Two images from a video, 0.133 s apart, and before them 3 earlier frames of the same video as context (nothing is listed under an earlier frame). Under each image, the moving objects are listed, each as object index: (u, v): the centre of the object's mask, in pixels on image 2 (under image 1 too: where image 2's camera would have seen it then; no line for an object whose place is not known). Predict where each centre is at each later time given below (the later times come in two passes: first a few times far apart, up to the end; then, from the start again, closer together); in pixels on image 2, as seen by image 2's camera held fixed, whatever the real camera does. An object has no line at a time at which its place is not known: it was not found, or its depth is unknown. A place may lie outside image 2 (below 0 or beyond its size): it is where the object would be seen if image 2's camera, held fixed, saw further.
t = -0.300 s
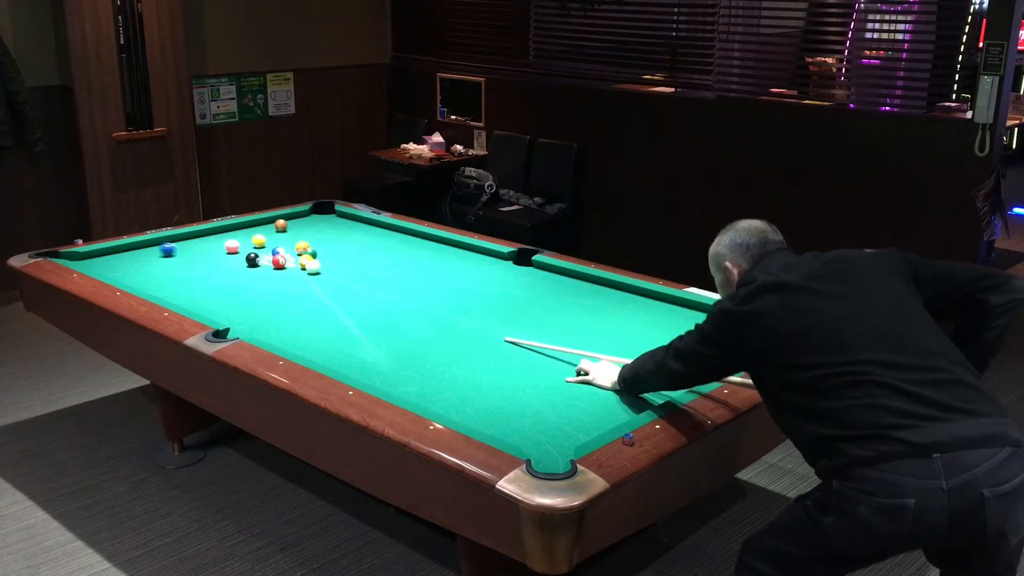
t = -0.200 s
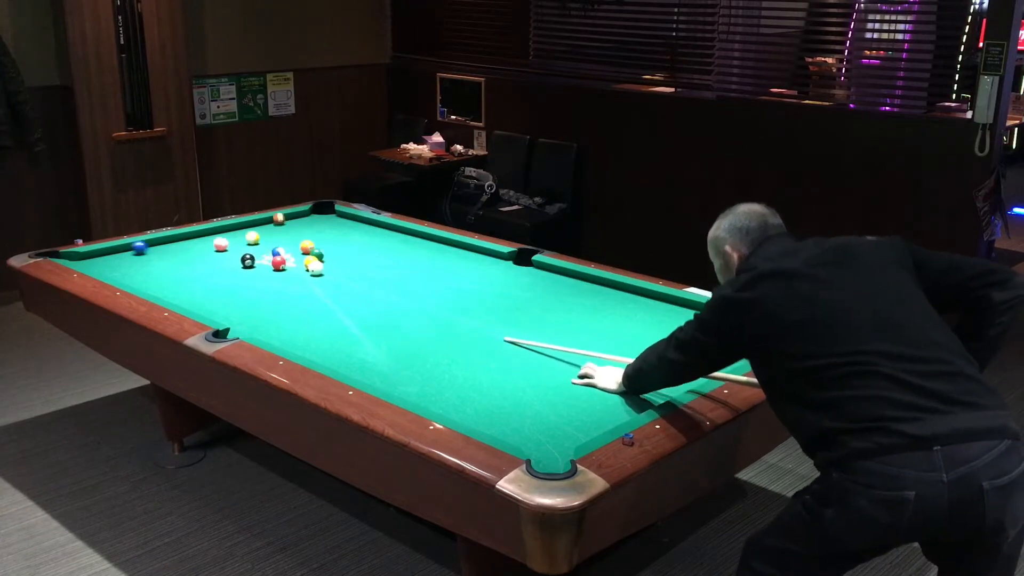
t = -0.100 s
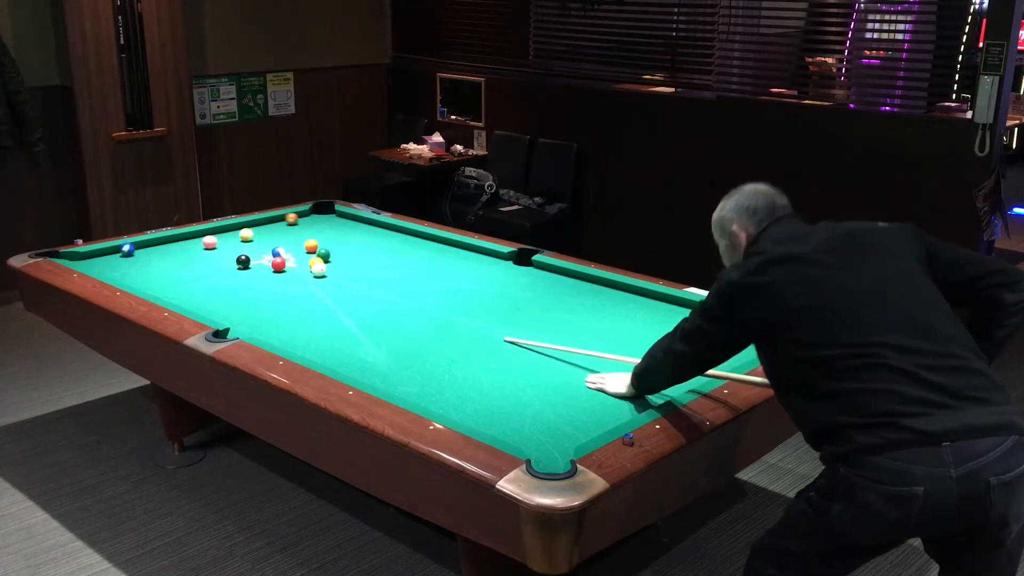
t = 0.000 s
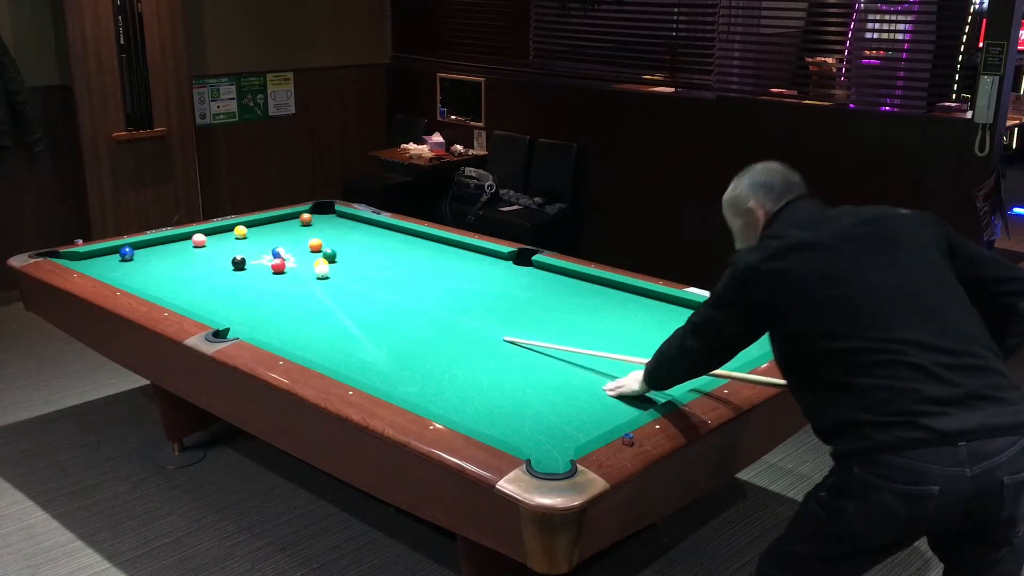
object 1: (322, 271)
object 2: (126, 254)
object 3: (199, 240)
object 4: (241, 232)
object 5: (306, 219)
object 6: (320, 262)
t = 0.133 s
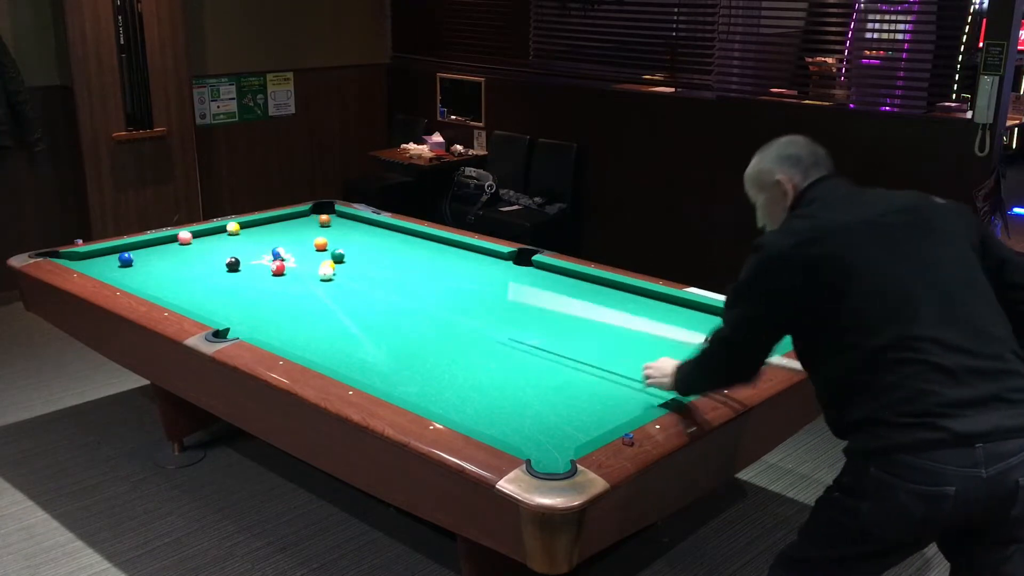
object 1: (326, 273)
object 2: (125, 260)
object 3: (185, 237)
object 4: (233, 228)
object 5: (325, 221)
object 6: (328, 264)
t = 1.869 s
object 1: (357, 289)
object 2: (249, 301)
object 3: (212, 259)
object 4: (305, 242)
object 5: (425, 255)
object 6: (386, 285)
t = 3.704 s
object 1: (362, 290)
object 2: (391, 323)
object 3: (224, 268)
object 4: (338, 250)
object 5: (512, 271)
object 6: (400, 290)
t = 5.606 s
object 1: (362, 290)
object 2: (465, 334)
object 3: (223, 268)
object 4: (339, 250)
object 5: (539, 275)
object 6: (400, 290)
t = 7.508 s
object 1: (362, 290)
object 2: (471, 335)
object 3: (223, 268)
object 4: (339, 250)
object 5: (539, 275)
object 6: (400, 290)
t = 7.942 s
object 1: (362, 290)
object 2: (471, 335)
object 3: (223, 268)
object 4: (339, 250)
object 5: (539, 275)
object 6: (400, 290)
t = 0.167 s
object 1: (327, 273)
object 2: (125, 261)
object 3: (181, 237)
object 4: (231, 227)
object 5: (329, 220)
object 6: (330, 265)
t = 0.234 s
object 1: (328, 274)
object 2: (125, 264)
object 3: (182, 237)
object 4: (234, 228)
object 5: (339, 221)
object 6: (334, 266)
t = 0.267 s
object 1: (329, 274)
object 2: (125, 266)
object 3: (183, 238)
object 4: (236, 228)
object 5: (343, 221)
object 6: (336, 266)
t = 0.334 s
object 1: (331, 275)
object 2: (124, 269)
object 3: (184, 239)
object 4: (239, 229)
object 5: (352, 222)
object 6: (338, 268)
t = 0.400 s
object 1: (333, 276)
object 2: (123, 272)
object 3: (186, 240)
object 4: (243, 229)
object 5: (361, 222)
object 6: (341, 269)
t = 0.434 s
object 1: (334, 277)
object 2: (123, 273)
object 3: (187, 241)
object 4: (245, 230)
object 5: (365, 223)
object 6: (343, 270)
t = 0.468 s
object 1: (335, 277)
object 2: (123, 274)
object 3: (188, 241)
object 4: (246, 230)
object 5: (370, 223)
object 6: (344, 270)
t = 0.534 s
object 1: (336, 278)
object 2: (123, 276)
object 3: (189, 242)
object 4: (250, 231)
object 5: (375, 224)
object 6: (347, 271)
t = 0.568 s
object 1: (337, 278)
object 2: (122, 277)
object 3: (190, 243)
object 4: (251, 231)
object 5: (376, 225)
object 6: (348, 272)
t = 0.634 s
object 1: (338, 279)
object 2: (125, 279)
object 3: (191, 244)
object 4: (255, 232)
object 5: (378, 226)
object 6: (350, 273)
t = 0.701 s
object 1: (340, 279)
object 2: (133, 281)
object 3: (193, 245)
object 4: (258, 232)
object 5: (381, 228)
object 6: (353, 274)
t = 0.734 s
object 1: (341, 280)
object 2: (136, 282)
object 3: (193, 245)
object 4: (260, 233)
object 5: (382, 229)
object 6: (354, 274)
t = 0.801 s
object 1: (342, 281)
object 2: (143, 284)
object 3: (195, 246)
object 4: (263, 233)
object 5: (384, 231)
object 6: (356, 275)
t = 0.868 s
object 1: (344, 281)
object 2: (150, 285)
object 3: (196, 247)
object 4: (266, 234)
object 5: (386, 232)
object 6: (358, 276)
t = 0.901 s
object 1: (345, 282)
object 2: (153, 286)
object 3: (197, 248)
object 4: (267, 234)
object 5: (388, 233)
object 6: (360, 276)
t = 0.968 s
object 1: (346, 282)
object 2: (160, 287)
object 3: (198, 249)
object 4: (270, 235)
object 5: (390, 235)
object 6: (362, 277)
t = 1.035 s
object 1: (347, 283)
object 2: (167, 288)
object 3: (199, 249)
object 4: (273, 236)
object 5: (392, 236)
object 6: (364, 278)
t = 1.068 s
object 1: (347, 283)
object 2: (171, 289)
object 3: (200, 250)
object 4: (275, 236)
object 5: (394, 237)
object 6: (365, 278)
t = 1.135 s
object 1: (349, 284)
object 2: (177, 290)
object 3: (201, 250)
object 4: (278, 236)
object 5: (396, 239)
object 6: (367, 279)
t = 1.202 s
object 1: (350, 284)
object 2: (184, 291)
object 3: (202, 251)
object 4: (281, 237)
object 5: (399, 240)
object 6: (369, 280)
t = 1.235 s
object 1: (350, 284)
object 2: (188, 291)
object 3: (203, 252)
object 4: (282, 237)
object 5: (400, 241)
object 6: (370, 280)
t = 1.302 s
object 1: (351, 285)
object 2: (194, 292)
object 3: (204, 253)
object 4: (285, 238)
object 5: (402, 243)
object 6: (372, 281)
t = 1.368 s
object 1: (352, 286)
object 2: (201, 293)
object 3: (205, 254)
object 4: (287, 238)
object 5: (405, 244)
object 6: (374, 281)
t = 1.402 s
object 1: (352, 286)
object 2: (204, 294)
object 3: (205, 254)
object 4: (289, 239)
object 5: (405, 245)
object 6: (375, 282)
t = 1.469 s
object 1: (353, 286)
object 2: (211, 295)
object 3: (206, 255)
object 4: (291, 239)
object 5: (408, 246)
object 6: (377, 282)
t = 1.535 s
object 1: (354, 287)
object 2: (217, 296)
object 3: (207, 255)
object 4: (294, 239)
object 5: (411, 248)
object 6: (378, 283)
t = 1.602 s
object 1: (355, 287)
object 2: (224, 297)
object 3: (208, 256)
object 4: (296, 240)
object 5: (414, 249)
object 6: (380, 283)
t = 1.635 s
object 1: (355, 287)
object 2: (227, 297)
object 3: (209, 256)
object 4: (297, 240)
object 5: (415, 250)
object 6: (381, 283)
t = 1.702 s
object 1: (356, 288)
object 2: (233, 298)
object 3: (210, 257)
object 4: (300, 241)
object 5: (417, 252)
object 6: (382, 284)
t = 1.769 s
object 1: (356, 288)
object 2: (240, 299)
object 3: (211, 258)
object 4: (302, 241)
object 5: (420, 253)
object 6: (384, 285)
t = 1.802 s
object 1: (357, 288)
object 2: (243, 300)
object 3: (211, 258)
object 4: (303, 242)
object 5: (422, 254)
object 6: (385, 285)
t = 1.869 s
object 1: (357, 289)
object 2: (249, 301)
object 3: (212, 259)
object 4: (305, 242)
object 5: (425, 255)
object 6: (386, 285)
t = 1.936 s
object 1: (358, 289)
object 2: (255, 302)
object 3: (213, 259)
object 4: (307, 243)
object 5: (429, 255)
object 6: (387, 286)
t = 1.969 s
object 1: (358, 289)
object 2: (258, 302)
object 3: (213, 260)
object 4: (308, 243)
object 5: (431, 256)
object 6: (388, 286)
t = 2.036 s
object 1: (359, 290)
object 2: (264, 303)
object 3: (214, 260)
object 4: (310, 243)
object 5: (435, 257)
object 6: (389, 286)
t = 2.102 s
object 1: (359, 290)
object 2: (270, 304)
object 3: (215, 261)
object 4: (312, 244)
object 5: (439, 257)
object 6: (391, 287)
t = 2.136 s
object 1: (359, 289)
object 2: (273, 305)
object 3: (215, 261)
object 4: (313, 244)
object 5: (441, 258)
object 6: (391, 287)
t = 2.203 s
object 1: (360, 290)
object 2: (279, 305)
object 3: (216, 262)
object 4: (314, 244)
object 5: (445, 258)
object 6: (392, 287)
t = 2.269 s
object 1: (360, 290)
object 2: (285, 306)
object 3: (216, 262)
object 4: (316, 245)
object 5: (448, 259)
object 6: (393, 288)
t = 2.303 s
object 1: (360, 290)
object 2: (288, 307)
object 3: (217, 263)
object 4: (317, 245)
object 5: (450, 260)
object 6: (394, 288)
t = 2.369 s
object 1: (361, 290)
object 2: (294, 308)
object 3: (217, 263)
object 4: (318, 245)
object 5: (454, 260)
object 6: (395, 288)
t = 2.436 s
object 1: (361, 290)
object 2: (299, 309)
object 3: (218, 264)
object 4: (320, 246)
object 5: (457, 261)
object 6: (396, 288)
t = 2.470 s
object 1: (361, 290)
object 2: (302, 309)
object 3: (218, 264)
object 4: (321, 246)
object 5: (459, 261)
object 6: (396, 289)
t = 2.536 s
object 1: (361, 290)
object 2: (307, 310)
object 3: (219, 264)
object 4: (322, 246)
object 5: (463, 262)
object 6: (397, 289)
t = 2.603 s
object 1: (362, 290)
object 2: (313, 311)
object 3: (219, 265)
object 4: (323, 247)
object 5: (466, 263)
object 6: (397, 289)
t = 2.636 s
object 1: (362, 290)
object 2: (316, 311)
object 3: (220, 265)
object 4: (324, 247)
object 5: (468, 263)
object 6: (398, 289)
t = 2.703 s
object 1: (362, 290)
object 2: (321, 312)
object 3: (220, 265)
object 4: (325, 247)
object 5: (471, 264)
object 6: (398, 289)
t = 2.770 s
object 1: (362, 290)
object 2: (326, 313)
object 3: (221, 266)
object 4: (327, 247)
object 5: (474, 264)
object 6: (399, 290)
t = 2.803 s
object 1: (362, 290)
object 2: (329, 313)
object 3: (221, 266)
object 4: (327, 247)
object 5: (476, 265)
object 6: (399, 290)
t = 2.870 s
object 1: (362, 290)
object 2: (334, 314)
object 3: (221, 266)
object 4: (328, 248)
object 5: (479, 265)
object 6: (400, 290)
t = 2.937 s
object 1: (362, 290)
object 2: (339, 315)
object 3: (222, 266)
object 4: (329, 248)
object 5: (482, 266)
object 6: (400, 290)
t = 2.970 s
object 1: (362, 290)
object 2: (341, 315)
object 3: (222, 267)
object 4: (330, 248)
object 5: (484, 266)
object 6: (400, 290)
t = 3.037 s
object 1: (362, 290)
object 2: (346, 316)
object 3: (222, 267)
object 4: (331, 249)
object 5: (487, 267)
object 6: (400, 290)
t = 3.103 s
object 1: (362, 290)
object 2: (351, 316)
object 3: (222, 267)
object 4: (332, 249)
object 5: (490, 267)
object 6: (400, 290)
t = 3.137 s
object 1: (362, 290)
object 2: (354, 317)
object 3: (223, 267)
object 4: (332, 249)
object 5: (491, 267)
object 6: (400, 290)
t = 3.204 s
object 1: (362, 290)
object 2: (359, 318)
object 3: (223, 268)
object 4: (333, 249)
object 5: (494, 268)
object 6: (400, 290)
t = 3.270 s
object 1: (362, 290)
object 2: (363, 318)
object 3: (223, 267)
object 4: (333, 249)
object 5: (497, 268)
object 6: (400, 290)
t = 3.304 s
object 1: (362, 290)
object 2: (365, 319)
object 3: (223, 268)
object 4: (334, 249)
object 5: (498, 269)
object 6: (400, 290)
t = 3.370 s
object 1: (362, 290)
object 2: (370, 319)
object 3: (223, 268)
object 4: (334, 250)
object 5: (500, 270)
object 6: (400, 290)
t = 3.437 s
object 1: (362, 290)
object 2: (374, 320)
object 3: (224, 268)
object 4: (335, 250)
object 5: (503, 270)
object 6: (400, 290)
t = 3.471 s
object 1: (362, 290)
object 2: (376, 320)
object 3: (224, 268)
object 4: (336, 250)
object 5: (504, 270)
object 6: (400, 290)
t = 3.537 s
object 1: (362, 290)
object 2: (381, 321)
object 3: (224, 268)
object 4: (336, 250)
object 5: (507, 270)
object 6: (400, 290)
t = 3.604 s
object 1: (362, 290)
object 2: (385, 322)
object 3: (224, 268)
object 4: (337, 250)
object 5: (509, 271)
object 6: (400, 290)
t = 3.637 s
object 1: (362, 290)
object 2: (387, 322)
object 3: (224, 268)
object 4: (337, 250)
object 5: (510, 271)
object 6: (400, 290)
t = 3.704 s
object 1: (362, 290)
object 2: (391, 323)
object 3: (224, 268)
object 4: (338, 250)
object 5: (512, 271)
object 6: (400, 290)
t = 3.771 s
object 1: (362, 290)
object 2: (395, 323)
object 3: (223, 268)
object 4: (338, 250)
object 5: (515, 272)
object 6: (400, 290)
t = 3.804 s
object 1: (362, 290)
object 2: (397, 324)
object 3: (223, 268)
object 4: (338, 250)
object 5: (516, 272)
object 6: (400, 290)
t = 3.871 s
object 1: (362, 290)
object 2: (401, 324)
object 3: (223, 269)
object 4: (338, 250)
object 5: (518, 272)
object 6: (400, 290)
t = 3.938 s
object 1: (362, 290)
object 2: (405, 325)
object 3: (223, 269)
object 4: (338, 250)
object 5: (519, 272)
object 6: (400, 290)
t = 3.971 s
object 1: (362, 290)
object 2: (406, 325)
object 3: (223, 269)
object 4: (339, 250)
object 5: (521, 273)
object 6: (400, 290)
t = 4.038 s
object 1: (362, 290)
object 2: (410, 326)
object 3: (223, 268)
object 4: (339, 250)
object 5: (523, 273)
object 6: (400, 290)
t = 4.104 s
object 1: (362, 290)
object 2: (413, 326)
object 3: (223, 269)
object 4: (339, 250)
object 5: (524, 273)
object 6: (400, 290)
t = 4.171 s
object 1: (362, 290)
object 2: (417, 327)
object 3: (223, 268)
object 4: (339, 250)
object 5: (526, 274)
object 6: (400, 290)
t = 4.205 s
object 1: (362, 290)
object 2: (418, 327)
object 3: (223, 268)
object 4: (339, 250)
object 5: (526, 274)
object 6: (400, 290)
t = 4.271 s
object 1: (362, 290)
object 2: (421, 327)
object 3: (223, 268)
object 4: (339, 250)
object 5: (528, 274)
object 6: (400, 290)
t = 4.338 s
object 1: (362, 290)
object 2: (425, 328)
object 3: (223, 268)
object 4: (339, 250)
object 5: (529, 274)
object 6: (400, 290)
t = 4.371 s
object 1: (362, 290)
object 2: (426, 328)
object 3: (223, 268)
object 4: (339, 250)
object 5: (530, 274)
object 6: (400, 290)
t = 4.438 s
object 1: (362, 290)
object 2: (429, 329)
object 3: (223, 268)
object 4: (339, 250)
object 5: (531, 274)
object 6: (400, 290)
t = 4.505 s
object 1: (362, 290)
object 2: (432, 329)
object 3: (223, 268)
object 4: (339, 250)
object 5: (532, 274)
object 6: (400, 290)
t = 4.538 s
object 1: (362, 290)
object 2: (433, 329)
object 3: (223, 268)
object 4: (339, 250)
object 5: (533, 274)
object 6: (400, 290)
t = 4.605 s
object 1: (362, 290)
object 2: (436, 330)
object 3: (223, 268)
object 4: (339, 250)
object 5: (534, 275)
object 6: (400, 290)
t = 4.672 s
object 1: (362, 290)
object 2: (439, 330)
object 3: (223, 268)
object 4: (339, 250)
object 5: (535, 275)
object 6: (400, 290)
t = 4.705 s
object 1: (362, 290)
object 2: (440, 330)
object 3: (223, 268)
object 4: (339, 250)
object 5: (535, 275)
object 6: (400, 290)
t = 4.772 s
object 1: (362, 290)
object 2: (442, 331)
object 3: (223, 268)
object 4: (339, 250)
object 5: (536, 275)
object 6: (400, 290)
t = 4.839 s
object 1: (362, 290)
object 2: (445, 331)
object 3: (223, 268)
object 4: (339, 250)
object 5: (537, 275)
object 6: (400, 290)
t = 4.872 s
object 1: (362, 290)
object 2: (446, 331)
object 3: (223, 268)
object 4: (339, 250)
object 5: (537, 275)
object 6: (400, 290)
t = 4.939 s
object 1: (362, 290)
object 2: (448, 332)
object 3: (223, 268)
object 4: (339, 250)
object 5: (538, 275)
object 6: (400, 290)
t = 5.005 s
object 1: (362, 290)
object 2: (450, 332)
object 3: (223, 268)
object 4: (339, 250)
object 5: (538, 275)
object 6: (400, 290)
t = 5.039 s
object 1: (362, 290)
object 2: (451, 332)
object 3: (223, 268)
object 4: (339, 250)
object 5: (538, 275)
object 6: (400, 290)
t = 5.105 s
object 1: (362, 290)
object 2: (453, 332)
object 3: (223, 268)
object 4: (339, 250)
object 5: (539, 275)
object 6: (400, 290)
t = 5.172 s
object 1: (362, 290)
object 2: (455, 333)
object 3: (223, 268)
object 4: (339, 250)
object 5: (539, 275)
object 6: (400, 290)
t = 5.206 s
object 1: (362, 290)
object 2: (456, 333)
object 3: (223, 268)
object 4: (339, 250)
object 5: (539, 275)
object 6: (400, 290)
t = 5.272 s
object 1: (362, 290)
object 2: (458, 333)
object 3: (223, 268)
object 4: (339, 250)
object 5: (539, 275)
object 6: (400, 290)
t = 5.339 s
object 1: (362, 290)
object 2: (460, 333)
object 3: (223, 268)
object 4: (339, 250)
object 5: (539, 275)
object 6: (400, 290)
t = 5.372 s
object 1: (362, 290)
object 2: (460, 334)
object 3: (223, 268)
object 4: (339, 250)
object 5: (539, 275)
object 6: (400, 290)
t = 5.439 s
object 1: (362, 290)
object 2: (462, 334)
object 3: (223, 268)
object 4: (339, 250)
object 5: (539, 275)
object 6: (400, 290)
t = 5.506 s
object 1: (362, 290)
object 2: (463, 334)
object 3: (223, 268)
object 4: (339, 250)
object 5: (539, 275)
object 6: (400, 290)
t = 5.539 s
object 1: (362, 290)
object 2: (464, 334)
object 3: (223, 268)
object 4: (339, 250)
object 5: (539, 275)
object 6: (400, 290)
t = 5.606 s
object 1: (362, 290)
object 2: (465, 334)
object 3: (223, 268)
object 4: (339, 250)
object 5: (539, 275)
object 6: (400, 290)
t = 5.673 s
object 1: (362, 290)
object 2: (466, 335)
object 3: (223, 268)
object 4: (339, 250)
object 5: (539, 275)
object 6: (400, 290)
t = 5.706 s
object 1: (362, 290)
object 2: (466, 335)
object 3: (223, 268)
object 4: (339, 250)
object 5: (539, 275)
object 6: (400, 290)
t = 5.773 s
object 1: (362, 290)
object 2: (467, 335)
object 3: (223, 268)
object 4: (339, 250)
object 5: (539, 275)
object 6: (400, 290)
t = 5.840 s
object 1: (362, 290)
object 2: (468, 335)
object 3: (223, 268)
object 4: (339, 250)
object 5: (539, 275)
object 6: (400, 290)
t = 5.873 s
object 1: (362, 290)
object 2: (468, 335)
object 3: (223, 268)
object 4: (339, 250)
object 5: (539, 275)
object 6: (400, 290)
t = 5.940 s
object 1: (362, 290)
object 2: (469, 335)
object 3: (223, 268)
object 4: (339, 250)
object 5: (539, 275)
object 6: (400, 290)
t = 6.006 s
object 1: (362, 290)
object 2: (470, 335)
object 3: (223, 268)
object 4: (339, 250)
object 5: (539, 275)
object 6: (400, 290)
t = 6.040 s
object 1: (362, 290)
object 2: (470, 335)
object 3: (223, 268)
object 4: (339, 250)
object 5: (539, 275)
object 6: (400, 290)
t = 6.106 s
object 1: (362, 290)
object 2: (471, 335)
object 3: (223, 268)
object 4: (339, 250)
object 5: (539, 275)
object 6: (400, 290)
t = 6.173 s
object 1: (362, 290)
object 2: (471, 335)
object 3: (223, 268)
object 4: (339, 250)
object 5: (539, 275)
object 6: (400, 290)
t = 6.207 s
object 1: (362, 290)
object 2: (471, 335)
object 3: (223, 268)
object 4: (339, 250)
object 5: (539, 275)
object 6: (400, 290)
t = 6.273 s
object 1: (362, 290)
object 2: (471, 335)
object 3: (223, 268)
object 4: (339, 250)
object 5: (539, 275)
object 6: (400, 290)
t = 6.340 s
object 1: (362, 290)
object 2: (471, 335)
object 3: (223, 268)
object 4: (339, 250)
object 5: (539, 275)
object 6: (400, 290)
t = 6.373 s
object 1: (362, 290)
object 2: (471, 335)
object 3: (223, 268)
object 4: (339, 250)
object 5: (539, 275)
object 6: (400, 290)
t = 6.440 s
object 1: (362, 290)
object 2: (471, 335)
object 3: (223, 268)
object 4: (339, 250)
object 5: (539, 275)
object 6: (400, 290)
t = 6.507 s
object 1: (362, 290)
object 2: (471, 335)
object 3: (223, 268)
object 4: (339, 250)
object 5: (539, 275)
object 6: (400, 290)
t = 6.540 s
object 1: (362, 290)
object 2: (471, 335)
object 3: (223, 268)
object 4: (339, 250)
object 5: (539, 275)
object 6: (400, 290)
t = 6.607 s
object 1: (362, 290)
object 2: (471, 335)
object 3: (223, 268)
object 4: (339, 250)
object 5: (539, 275)
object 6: (400, 290)
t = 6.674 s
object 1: (362, 290)
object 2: (471, 335)
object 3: (223, 268)
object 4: (339, 250)
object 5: (539, 275)
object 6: (400, 290)
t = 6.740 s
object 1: (362, 290)
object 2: (471, 335)
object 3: (223, 268)
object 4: (339, 250)
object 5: (539, 275)
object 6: (400, 290)
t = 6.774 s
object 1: (362, 290)
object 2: (471, 335)
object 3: (223, 268)
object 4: (339, 250)
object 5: (539, 275)
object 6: (400, 290)
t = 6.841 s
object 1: (362, 290)
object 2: (471, 335)
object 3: (223, 268)
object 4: (339, 250)
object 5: (539, 275)
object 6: (400, 290)
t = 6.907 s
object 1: (362, 290)
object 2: (471, 335)
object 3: (223, 268)
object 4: (339, 250)
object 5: (539, 275)
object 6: (400, 290)
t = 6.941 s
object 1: (362, 290)
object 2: (471, 335)
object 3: (223, 268)
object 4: (339, 250)
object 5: (539, 275)
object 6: (400, 290)
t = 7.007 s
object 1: (362, 290)
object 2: (471, 335)
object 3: (223, 268)
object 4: (339, 250)
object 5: (539, 275)
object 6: (400, 290)
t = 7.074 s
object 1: (362, 290)
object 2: (471, 335)
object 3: (223, 268)
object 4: (339, 250)
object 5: (539, 275)
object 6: (400, 290)
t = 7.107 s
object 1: (362, 290)
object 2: (471, 335)
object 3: (223, 268)
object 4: (339, 250)
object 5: (539, 275)
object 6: (400, 290)
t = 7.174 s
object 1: (362, 290)
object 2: (471, 335)
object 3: (223, 268)
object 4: (339, 250)
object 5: (539, 275)
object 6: (400, 290)
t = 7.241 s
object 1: (362, 290)
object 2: (471, 335)
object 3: (223, 268)
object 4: (339, 250)
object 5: (539, 275)
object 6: (400, 290)
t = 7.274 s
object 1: (362, 290)
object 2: (471, 335)
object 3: (223, 268)
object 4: (339, 250)
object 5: (539, 275)
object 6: (400, 290)
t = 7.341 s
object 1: (362, 290)
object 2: (471, 335)
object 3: (223, 268)
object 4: (339, 250)
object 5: (539, 275)
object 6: (400, 290)
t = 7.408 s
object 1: (362, 290)
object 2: (471, 335)
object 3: (223, 268)
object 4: (339, 250)
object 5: (539, 275)
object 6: (400, 290)
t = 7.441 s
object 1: (362, 290)
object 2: (471, 335)
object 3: (223, 268)
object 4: (339, 250)
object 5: (539, 275)
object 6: (400, 290)
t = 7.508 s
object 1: (362, 290)
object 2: (471, 335)
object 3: (223, 268)
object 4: (339, 250)
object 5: (539, 275)
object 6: (400, 290)
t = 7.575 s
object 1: (362, 290)
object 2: (471, 335)
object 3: (223, 268)
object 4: (339, 250)
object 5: (539, 275)
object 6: (400, 290)
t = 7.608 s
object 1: (362, 290)
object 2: (471, 335)
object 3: (223, 268)
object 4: (339, 250)
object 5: (539, 275)
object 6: (400, 290)
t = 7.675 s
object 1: (362, 290)
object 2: (471, 335)
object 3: (223, 268)
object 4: (339, 250)
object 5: (539, 275)
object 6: (400, 290)
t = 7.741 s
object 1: (362, 290)
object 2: (471, 335)
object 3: (223, 268)
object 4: (339, 250)
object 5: (539, 275)
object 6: (400, 290)
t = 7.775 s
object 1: (362, 290)
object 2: (471, 335)
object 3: (223, 268)
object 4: (339, 250)
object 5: (539, 275)
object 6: (400, 290)
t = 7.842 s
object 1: (362, 290)
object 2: (471, 335)
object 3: (223, 268)
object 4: (339, 250)
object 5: (539, 275)
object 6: (400, 290)
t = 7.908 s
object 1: (362, 290)
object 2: (471, 335)
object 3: (223, 268)
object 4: (339, 250)
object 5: (539, 275)
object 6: (400, 290)
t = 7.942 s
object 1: (362, 290)
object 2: (471, 335)
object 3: (223, 268)
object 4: (339, 250)
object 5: (539, 275)
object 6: (400, 290)
